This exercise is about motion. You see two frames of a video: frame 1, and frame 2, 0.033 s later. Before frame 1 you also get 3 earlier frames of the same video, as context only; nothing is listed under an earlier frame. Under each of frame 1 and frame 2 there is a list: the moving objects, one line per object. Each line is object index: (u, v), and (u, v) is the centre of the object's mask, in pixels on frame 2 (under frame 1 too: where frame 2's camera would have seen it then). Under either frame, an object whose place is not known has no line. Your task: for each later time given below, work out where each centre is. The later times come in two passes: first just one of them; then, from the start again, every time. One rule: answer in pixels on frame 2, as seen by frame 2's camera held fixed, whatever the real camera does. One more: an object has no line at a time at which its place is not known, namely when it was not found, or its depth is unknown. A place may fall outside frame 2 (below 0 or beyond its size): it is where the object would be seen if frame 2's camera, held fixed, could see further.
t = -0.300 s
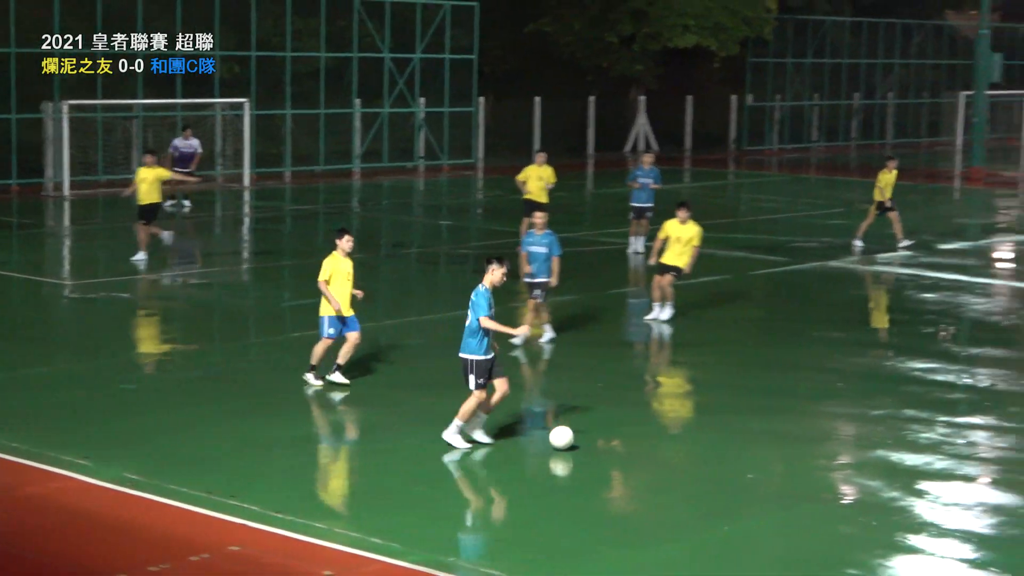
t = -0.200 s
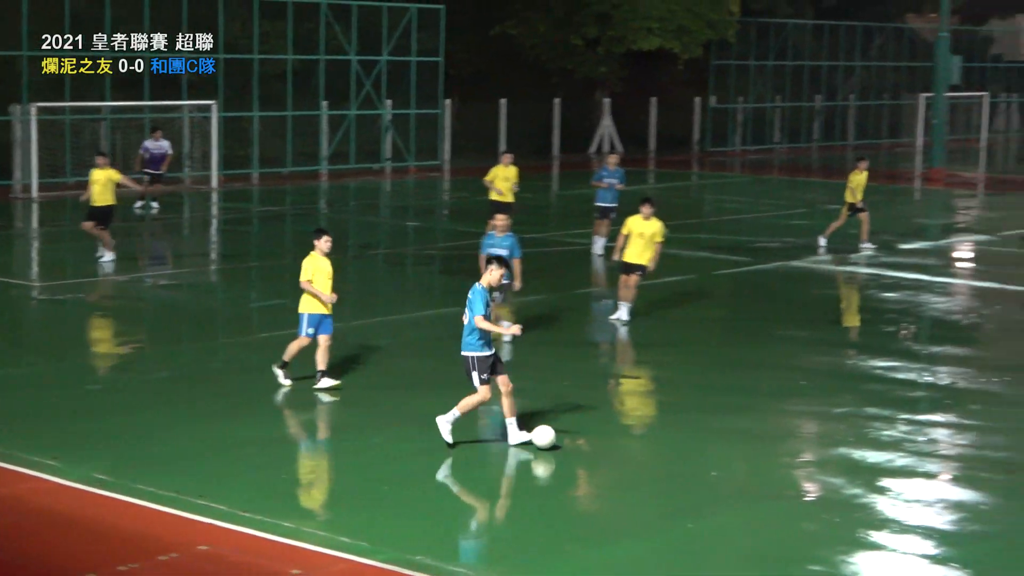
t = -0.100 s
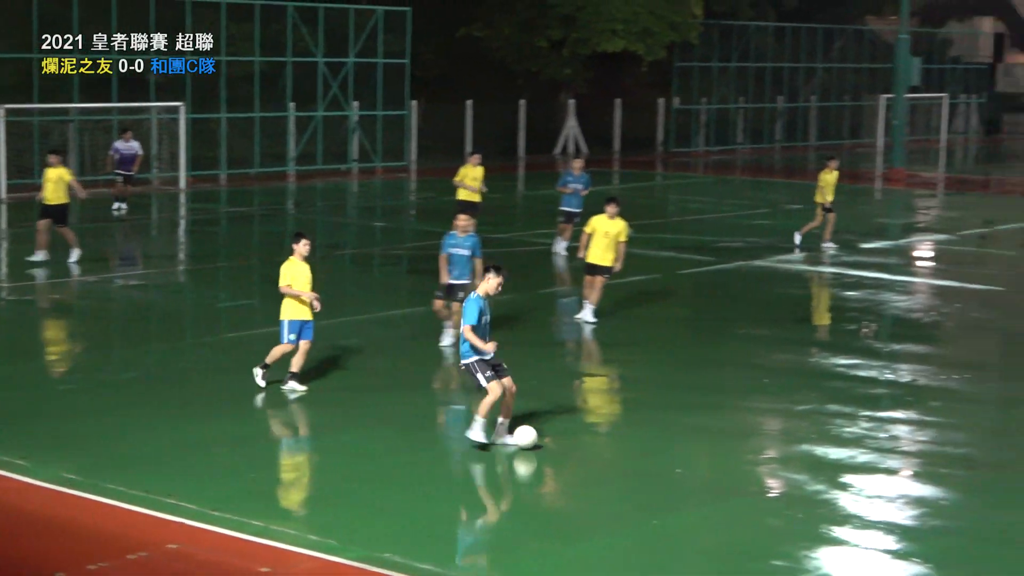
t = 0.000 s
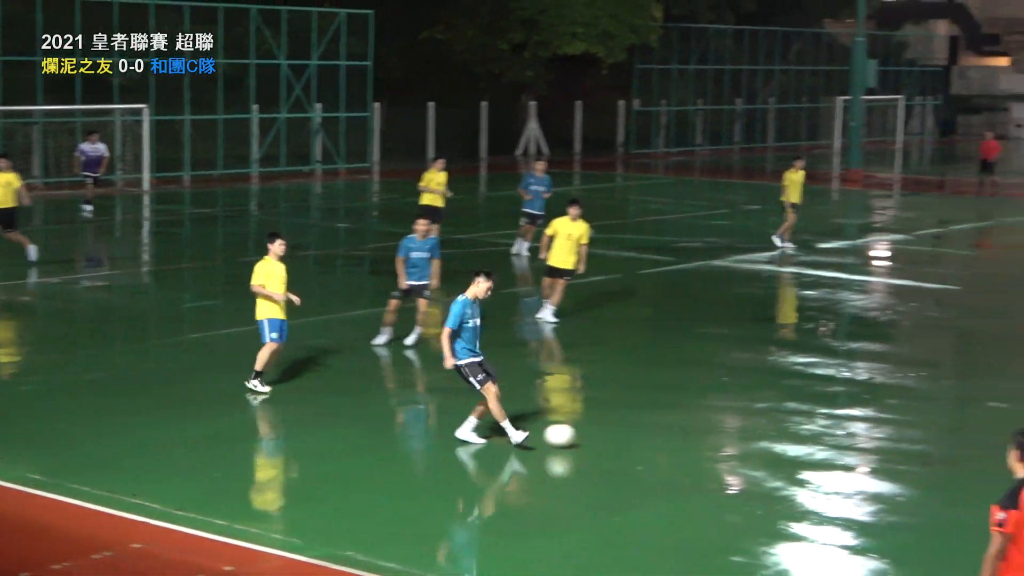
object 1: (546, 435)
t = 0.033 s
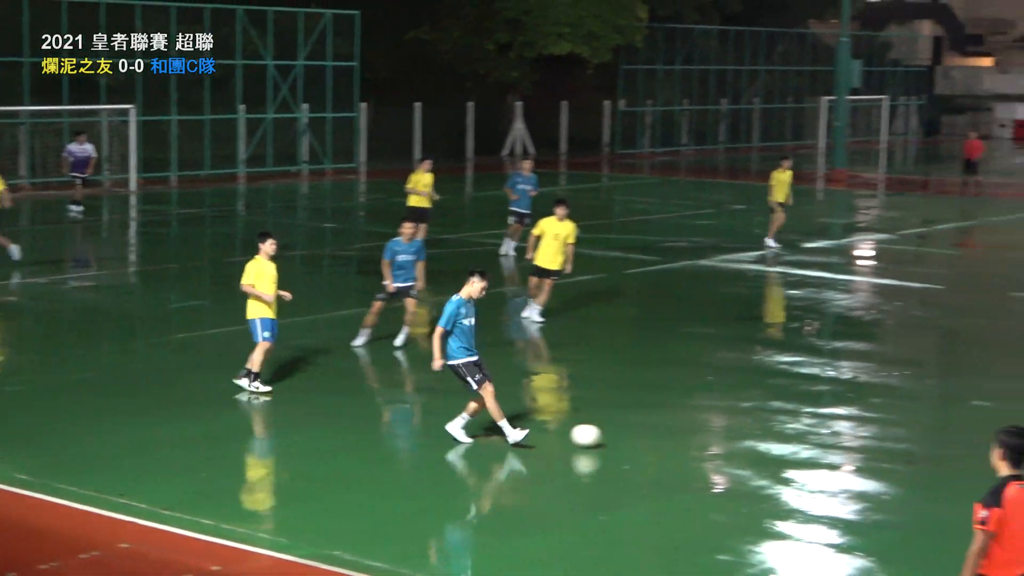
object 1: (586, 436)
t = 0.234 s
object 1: (806, 436)
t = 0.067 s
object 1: (625, 436)
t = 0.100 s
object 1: (663, 436)
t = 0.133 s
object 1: (700, 436)
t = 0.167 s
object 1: (736, 436)
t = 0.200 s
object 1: (772, 436)
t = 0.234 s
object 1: (806, 436)
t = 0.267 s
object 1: (840, 435)
